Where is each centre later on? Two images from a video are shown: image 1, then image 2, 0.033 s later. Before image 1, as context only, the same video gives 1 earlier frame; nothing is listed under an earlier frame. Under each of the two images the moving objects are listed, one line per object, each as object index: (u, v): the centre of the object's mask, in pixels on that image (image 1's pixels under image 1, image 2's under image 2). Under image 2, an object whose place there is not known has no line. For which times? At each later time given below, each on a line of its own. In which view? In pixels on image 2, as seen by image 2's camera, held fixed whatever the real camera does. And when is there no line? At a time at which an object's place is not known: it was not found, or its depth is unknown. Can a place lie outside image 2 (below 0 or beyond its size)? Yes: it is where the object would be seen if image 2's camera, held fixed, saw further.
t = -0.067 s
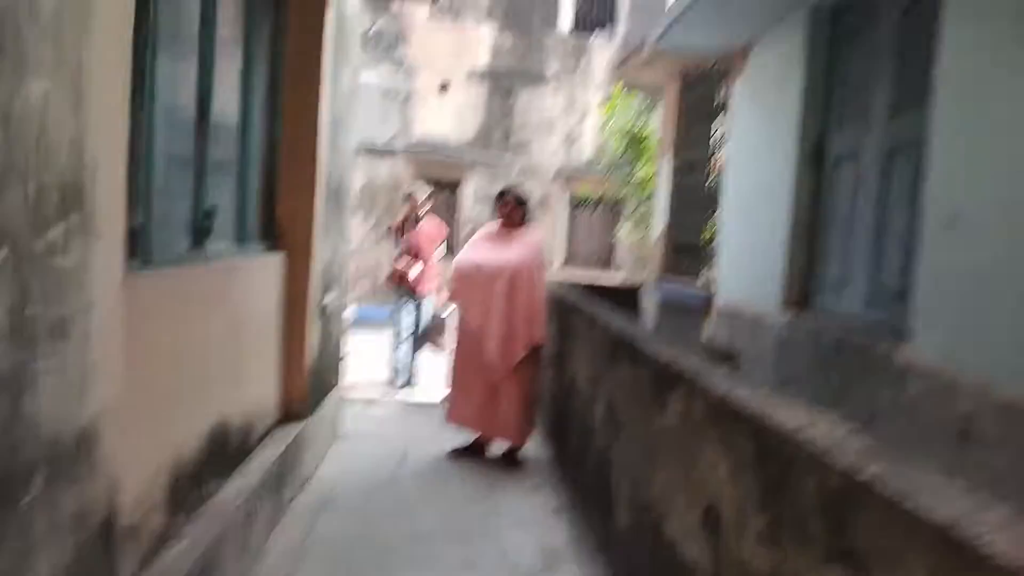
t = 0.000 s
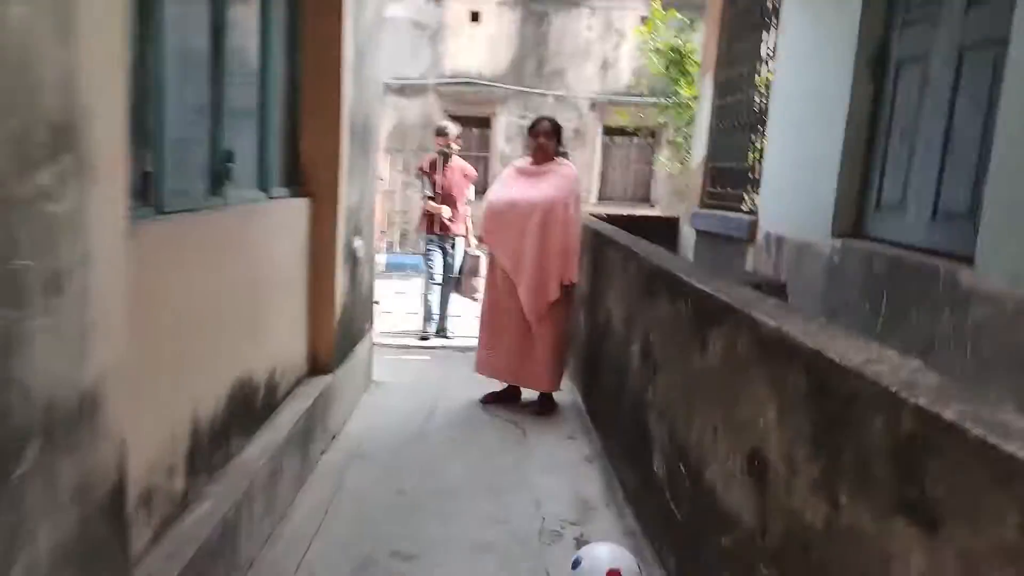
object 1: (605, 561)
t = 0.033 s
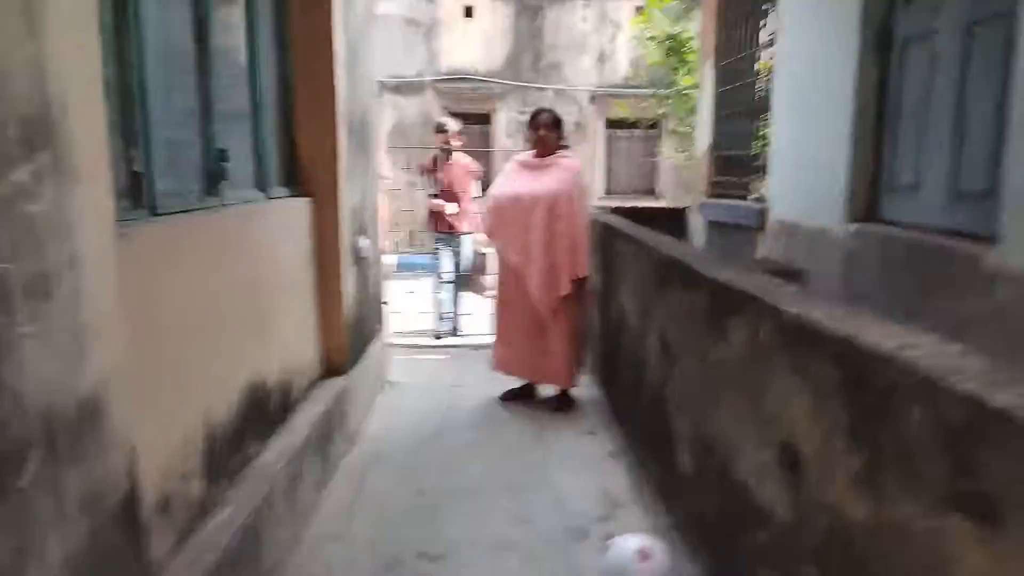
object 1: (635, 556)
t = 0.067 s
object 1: (631, 558)
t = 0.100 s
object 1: (625, 556)
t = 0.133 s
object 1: (625, 544)
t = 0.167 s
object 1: (621, 537)
